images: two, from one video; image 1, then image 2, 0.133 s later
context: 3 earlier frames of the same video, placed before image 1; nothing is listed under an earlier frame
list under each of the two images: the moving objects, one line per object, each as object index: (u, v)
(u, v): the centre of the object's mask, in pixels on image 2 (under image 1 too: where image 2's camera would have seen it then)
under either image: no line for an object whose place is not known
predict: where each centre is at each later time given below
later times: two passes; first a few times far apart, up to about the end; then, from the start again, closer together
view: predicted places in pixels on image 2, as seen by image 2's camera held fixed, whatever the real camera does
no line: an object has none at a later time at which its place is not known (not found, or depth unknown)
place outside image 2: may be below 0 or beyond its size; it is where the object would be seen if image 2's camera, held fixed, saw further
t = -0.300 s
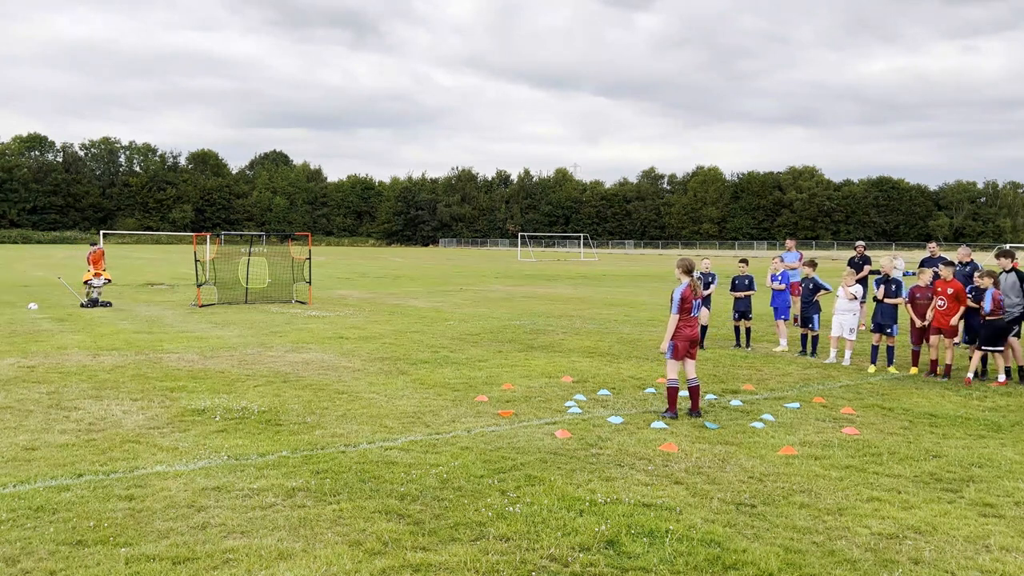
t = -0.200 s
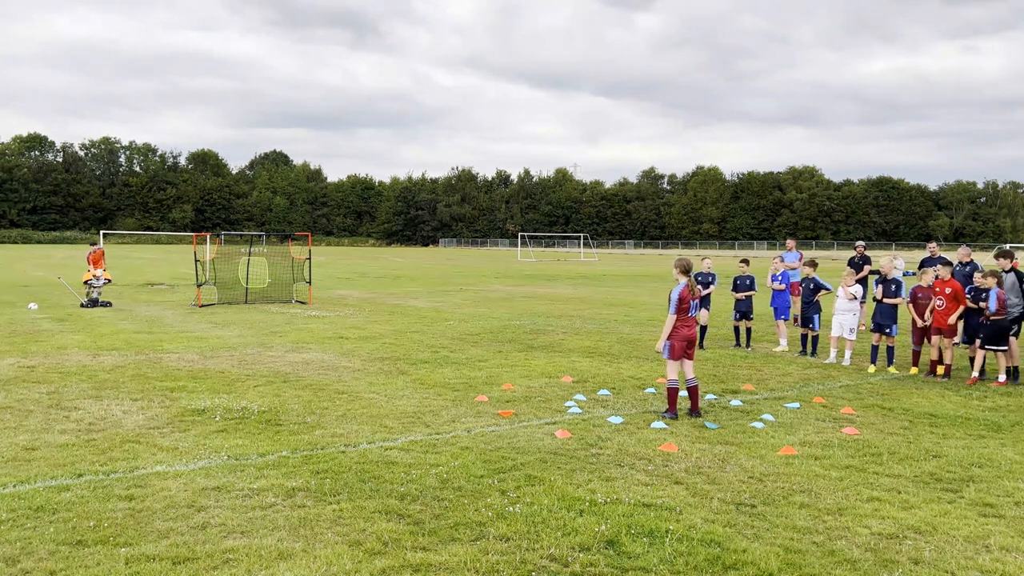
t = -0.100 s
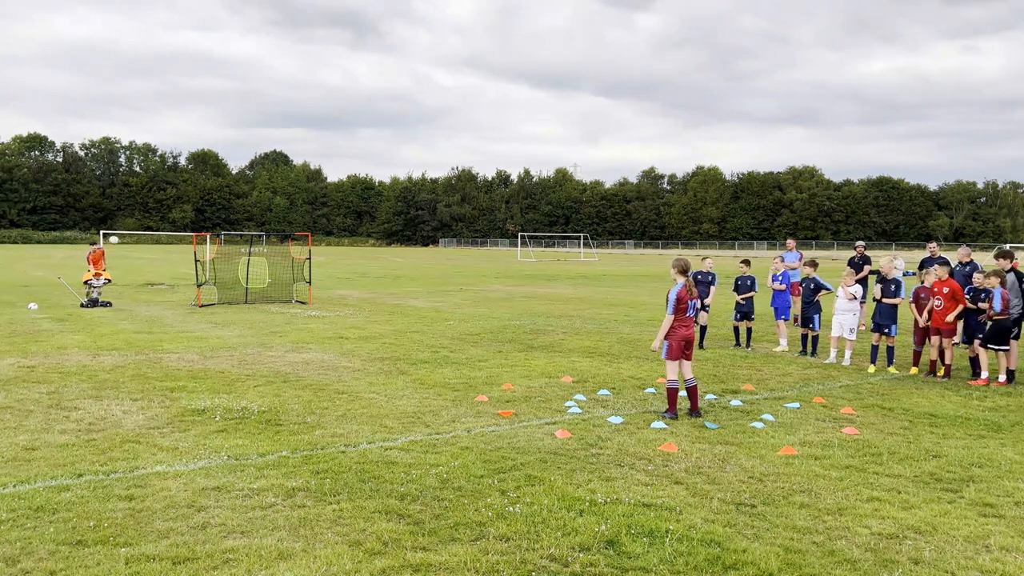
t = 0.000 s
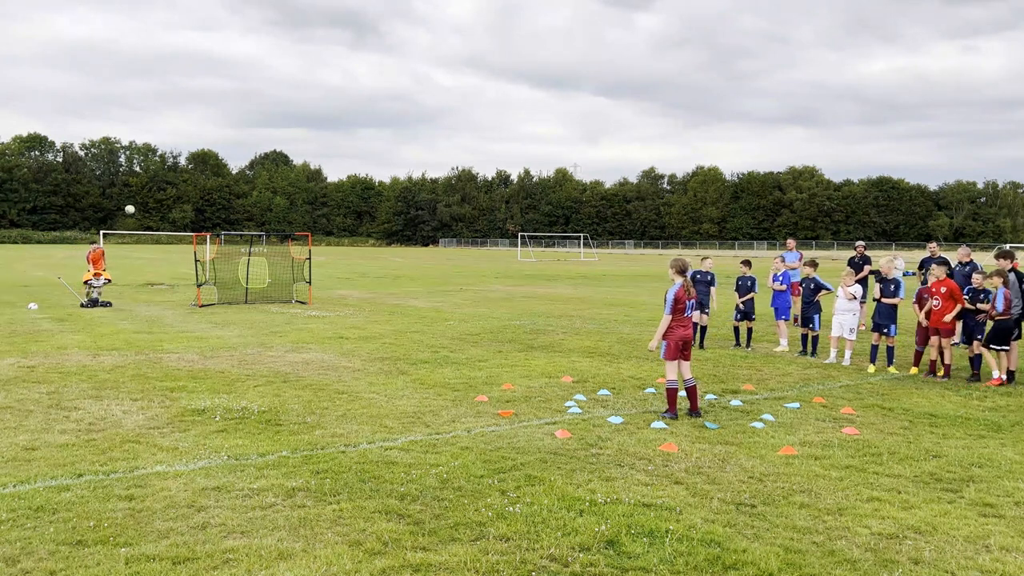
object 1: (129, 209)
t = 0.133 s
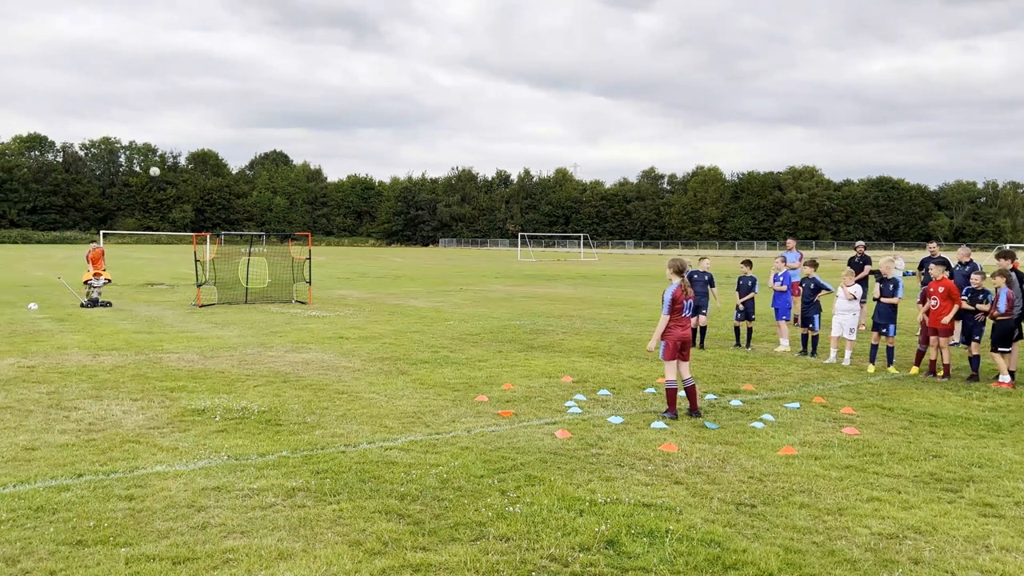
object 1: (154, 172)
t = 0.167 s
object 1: (161, 162)
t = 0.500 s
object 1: (247, 96)
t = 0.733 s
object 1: (325, 80)
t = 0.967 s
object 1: (420, 99)
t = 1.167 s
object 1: (520, 155)
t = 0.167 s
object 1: (161, 162)
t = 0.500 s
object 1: (247, 96)
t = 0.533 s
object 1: (257, 92)
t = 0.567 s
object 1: (268, 88)
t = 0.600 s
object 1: (279, 85)
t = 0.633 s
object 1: (290, 83)
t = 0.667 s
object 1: (301, 81)
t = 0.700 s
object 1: (313, 80)
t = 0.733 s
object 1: (325, 80)
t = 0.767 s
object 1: (337, 80)
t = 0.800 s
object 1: (350, 81)
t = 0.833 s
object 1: (363, 83)
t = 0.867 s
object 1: (377, 85)
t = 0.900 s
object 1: (391, 89)
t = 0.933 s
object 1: (405, 93)
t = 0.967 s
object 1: (420, 99)
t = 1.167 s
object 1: (520, 155)
